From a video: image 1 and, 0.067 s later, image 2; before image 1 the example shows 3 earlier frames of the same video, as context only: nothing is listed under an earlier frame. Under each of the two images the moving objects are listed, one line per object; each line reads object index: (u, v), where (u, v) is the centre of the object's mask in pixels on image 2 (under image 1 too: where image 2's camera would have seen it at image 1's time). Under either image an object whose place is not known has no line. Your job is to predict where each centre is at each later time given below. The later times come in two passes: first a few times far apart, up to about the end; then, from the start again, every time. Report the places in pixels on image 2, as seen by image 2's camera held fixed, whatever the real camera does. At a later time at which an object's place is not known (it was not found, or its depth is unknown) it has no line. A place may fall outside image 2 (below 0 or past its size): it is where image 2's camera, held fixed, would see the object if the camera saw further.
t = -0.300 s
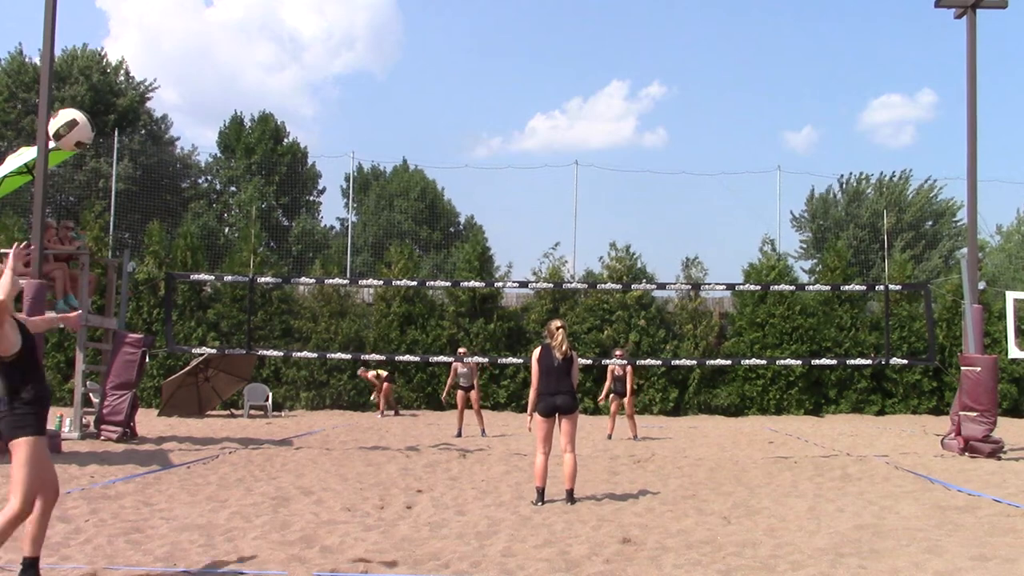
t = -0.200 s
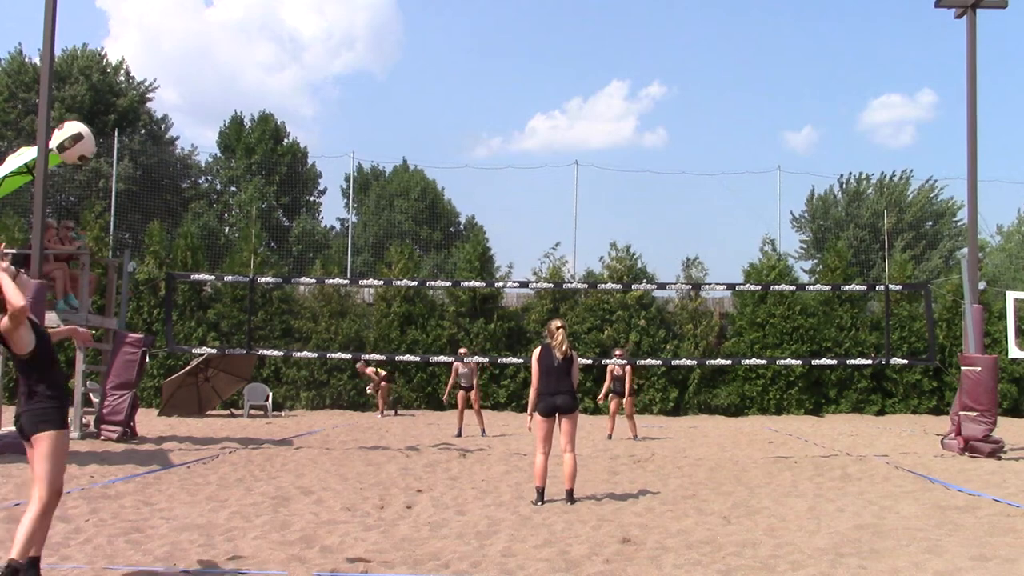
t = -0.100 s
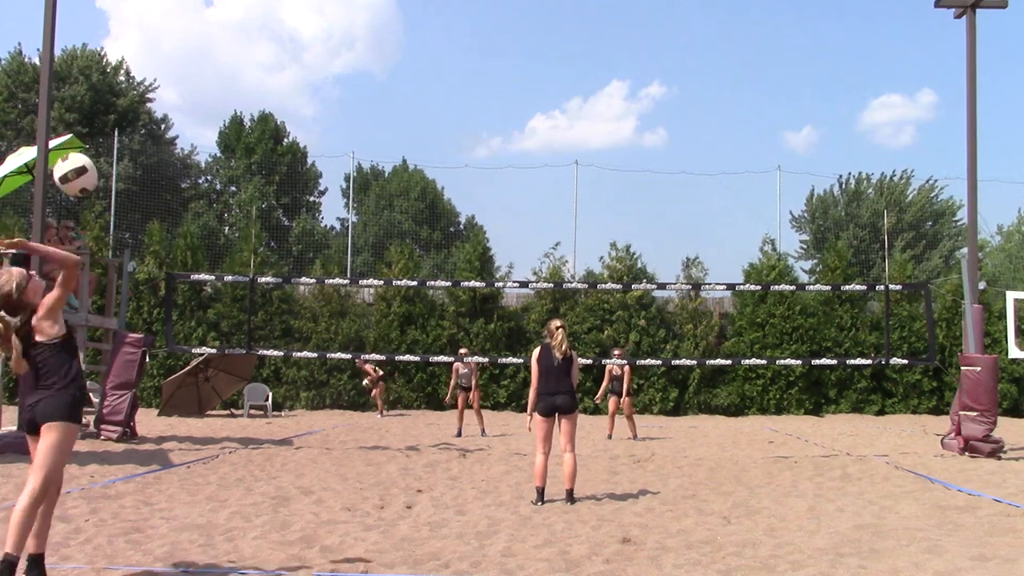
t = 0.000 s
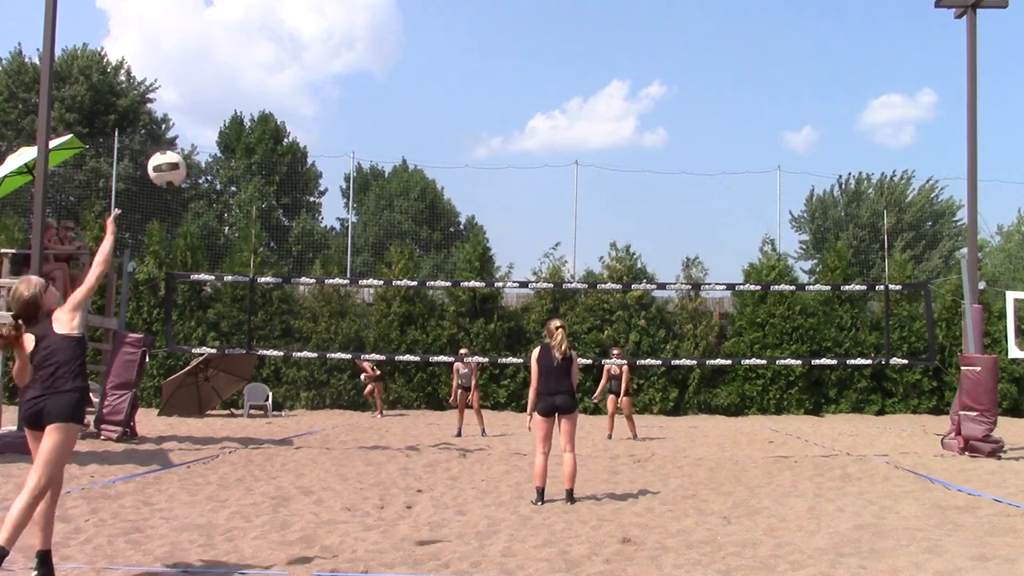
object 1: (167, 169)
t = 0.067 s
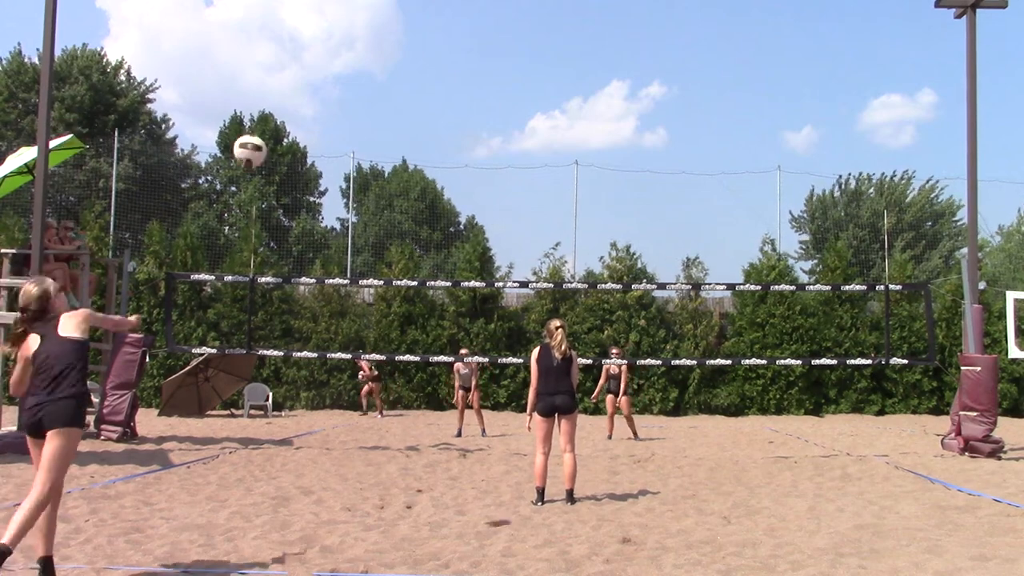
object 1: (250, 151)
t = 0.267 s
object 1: (405, 145)
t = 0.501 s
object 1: (498, 183)
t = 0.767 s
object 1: (554, 254)
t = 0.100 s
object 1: (283, 146)
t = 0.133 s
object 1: (314, 142)
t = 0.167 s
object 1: (340, 140)
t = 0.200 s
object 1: (364, 141)
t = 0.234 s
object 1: (386, 142)
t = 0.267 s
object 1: (405, 145)
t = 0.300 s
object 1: (422, 148)
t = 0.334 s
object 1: (438, 152)
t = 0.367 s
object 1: (452, 157)
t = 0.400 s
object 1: (465, 163)
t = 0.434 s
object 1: (477, 169)
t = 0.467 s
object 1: (488, 176)
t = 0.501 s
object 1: (498, 183)
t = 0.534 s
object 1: (508, 191)
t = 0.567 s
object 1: (516, 198)
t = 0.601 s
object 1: (524, 207)
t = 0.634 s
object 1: (531, 216)
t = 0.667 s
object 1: (537, 225)
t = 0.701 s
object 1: (543, 234)
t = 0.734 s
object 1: (549, 244)
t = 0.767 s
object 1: (554, 254)
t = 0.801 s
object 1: (559, 264)
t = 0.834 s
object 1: (564, 274)
